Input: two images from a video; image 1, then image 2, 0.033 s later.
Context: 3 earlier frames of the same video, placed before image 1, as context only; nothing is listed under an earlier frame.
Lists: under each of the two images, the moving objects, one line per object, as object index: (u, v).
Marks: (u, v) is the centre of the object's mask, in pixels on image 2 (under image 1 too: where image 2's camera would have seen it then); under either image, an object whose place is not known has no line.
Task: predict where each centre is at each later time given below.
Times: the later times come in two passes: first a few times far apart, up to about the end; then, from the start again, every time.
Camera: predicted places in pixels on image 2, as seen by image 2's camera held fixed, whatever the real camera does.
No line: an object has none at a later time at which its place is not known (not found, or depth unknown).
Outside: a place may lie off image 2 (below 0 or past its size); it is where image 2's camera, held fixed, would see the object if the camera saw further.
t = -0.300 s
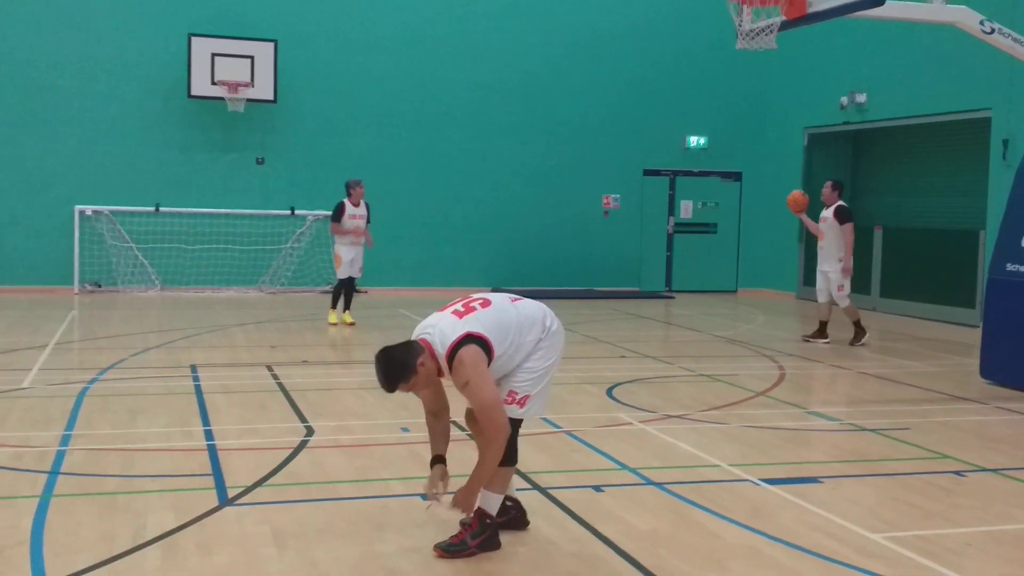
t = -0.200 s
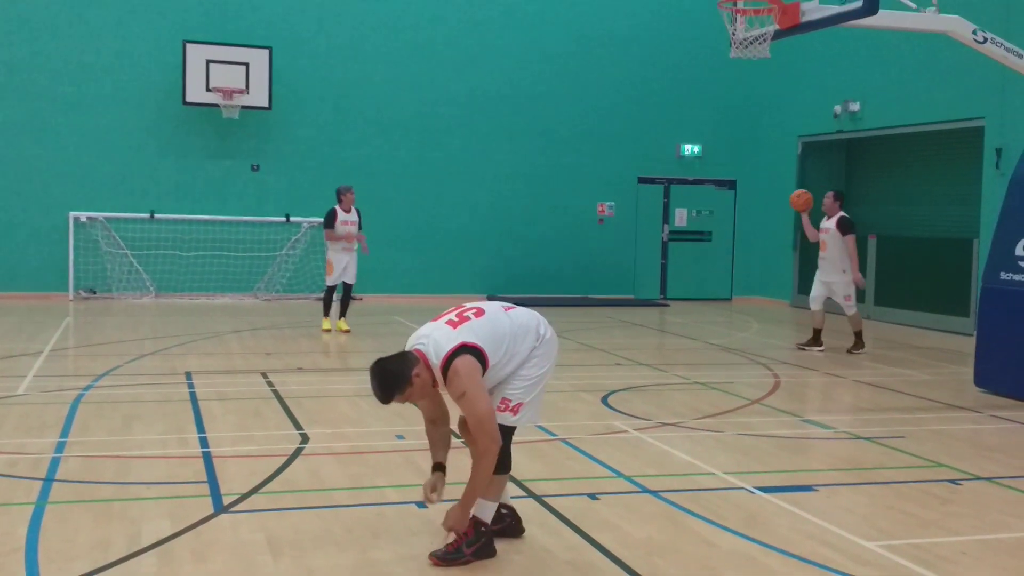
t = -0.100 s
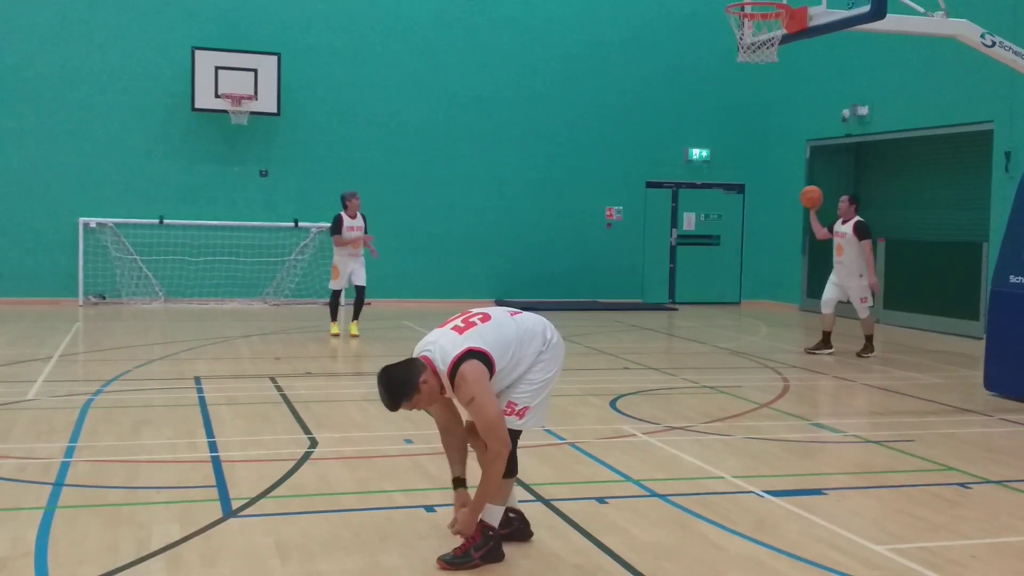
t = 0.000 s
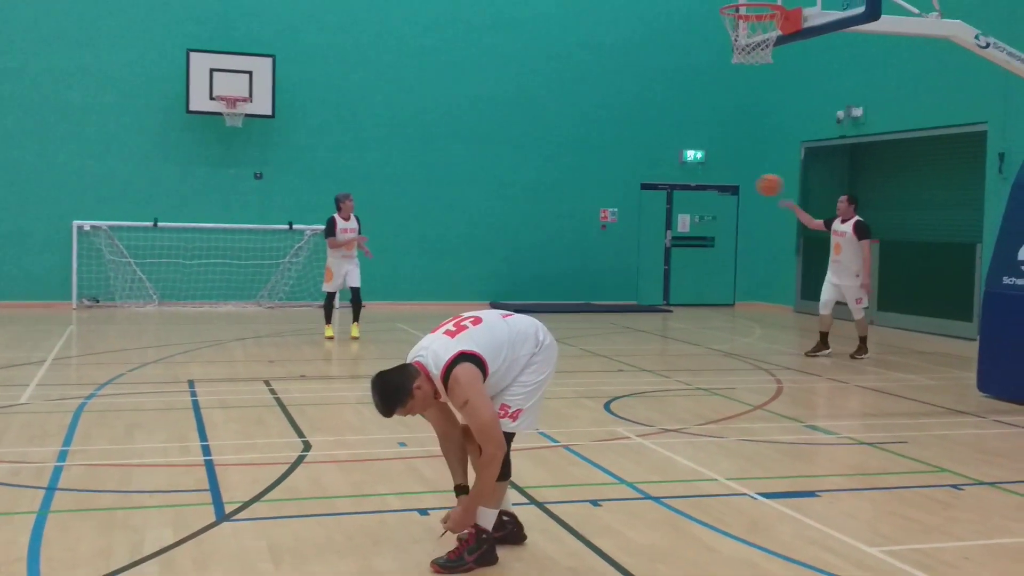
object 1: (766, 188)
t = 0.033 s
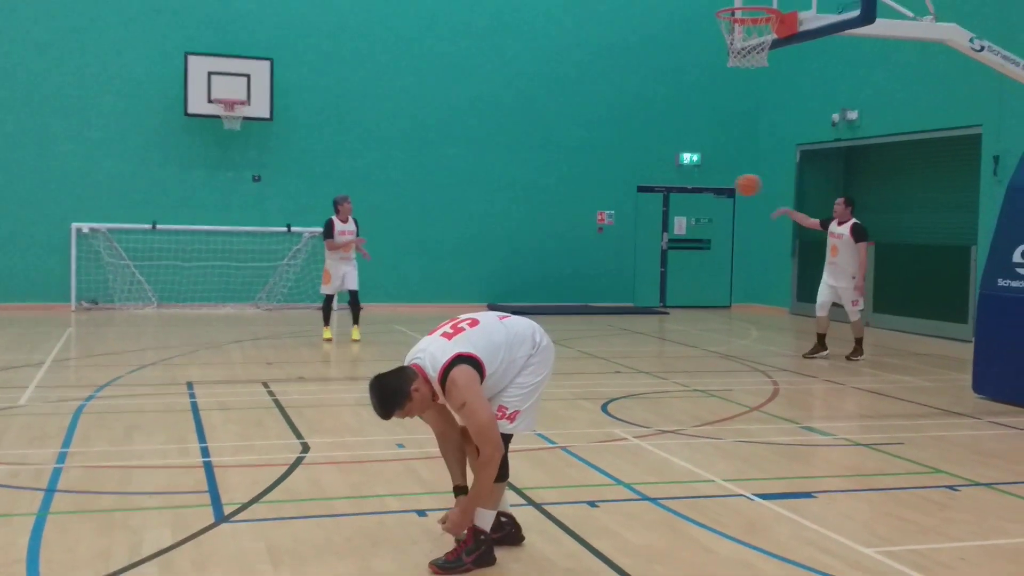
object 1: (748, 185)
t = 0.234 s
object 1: (646, 188)
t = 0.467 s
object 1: (527, 238)
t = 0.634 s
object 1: (444, 300)
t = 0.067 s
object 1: (730, 183)
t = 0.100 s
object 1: (714, 182)
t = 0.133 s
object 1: (698, 182)
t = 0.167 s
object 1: (681, 183)
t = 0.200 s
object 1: (664, 185)
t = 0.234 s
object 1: (646, 188)
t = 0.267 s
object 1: (629, 193)
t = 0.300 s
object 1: (613, 198)
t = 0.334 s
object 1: (595, 204)
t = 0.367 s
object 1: (578, 211)
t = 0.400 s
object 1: (561, 219)
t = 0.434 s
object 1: (544, 228)
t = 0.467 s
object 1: (527, 238)
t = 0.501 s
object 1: (510, 249)
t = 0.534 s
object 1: (493, 261)
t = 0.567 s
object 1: (476, 274)
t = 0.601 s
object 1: (460, 287)
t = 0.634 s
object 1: (444, 300)
